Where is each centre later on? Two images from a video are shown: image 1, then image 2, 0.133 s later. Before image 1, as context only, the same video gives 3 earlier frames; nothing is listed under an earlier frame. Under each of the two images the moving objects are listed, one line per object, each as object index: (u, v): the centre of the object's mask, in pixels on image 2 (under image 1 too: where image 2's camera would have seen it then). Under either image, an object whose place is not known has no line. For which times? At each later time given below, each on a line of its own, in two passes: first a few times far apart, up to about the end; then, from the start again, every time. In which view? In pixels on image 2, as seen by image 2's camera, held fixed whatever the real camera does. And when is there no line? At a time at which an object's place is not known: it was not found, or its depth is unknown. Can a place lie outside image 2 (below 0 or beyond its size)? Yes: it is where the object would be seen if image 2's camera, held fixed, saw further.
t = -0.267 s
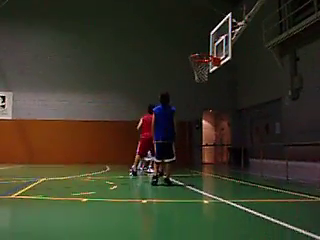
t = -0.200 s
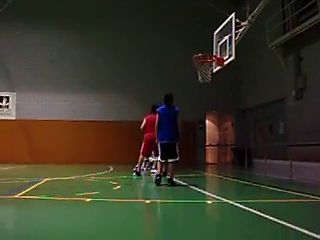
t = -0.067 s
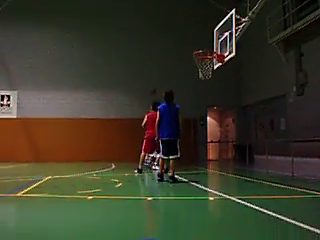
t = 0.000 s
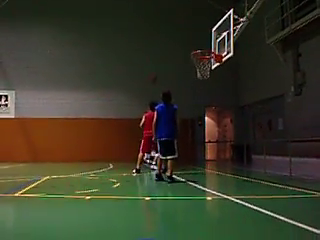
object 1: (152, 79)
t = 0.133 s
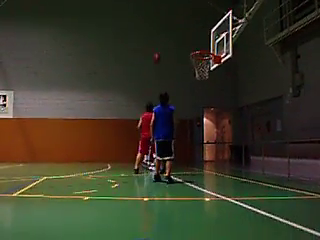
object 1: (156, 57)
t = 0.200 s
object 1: (158, 48)
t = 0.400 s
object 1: (167, 26)
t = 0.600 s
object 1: (177, 16)
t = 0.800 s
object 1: (188, 22)
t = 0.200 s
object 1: (158, 48)
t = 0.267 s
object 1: (162, 39)
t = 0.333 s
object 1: (164, 32)
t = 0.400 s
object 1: (167, 26)
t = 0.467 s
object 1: (170, 22)
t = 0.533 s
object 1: (174, 19)
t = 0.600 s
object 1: (177, 16)
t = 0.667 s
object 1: (180, 16)
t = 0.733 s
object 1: (183, 18)
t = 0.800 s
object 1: (188, 22)
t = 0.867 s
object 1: (192, 27)
